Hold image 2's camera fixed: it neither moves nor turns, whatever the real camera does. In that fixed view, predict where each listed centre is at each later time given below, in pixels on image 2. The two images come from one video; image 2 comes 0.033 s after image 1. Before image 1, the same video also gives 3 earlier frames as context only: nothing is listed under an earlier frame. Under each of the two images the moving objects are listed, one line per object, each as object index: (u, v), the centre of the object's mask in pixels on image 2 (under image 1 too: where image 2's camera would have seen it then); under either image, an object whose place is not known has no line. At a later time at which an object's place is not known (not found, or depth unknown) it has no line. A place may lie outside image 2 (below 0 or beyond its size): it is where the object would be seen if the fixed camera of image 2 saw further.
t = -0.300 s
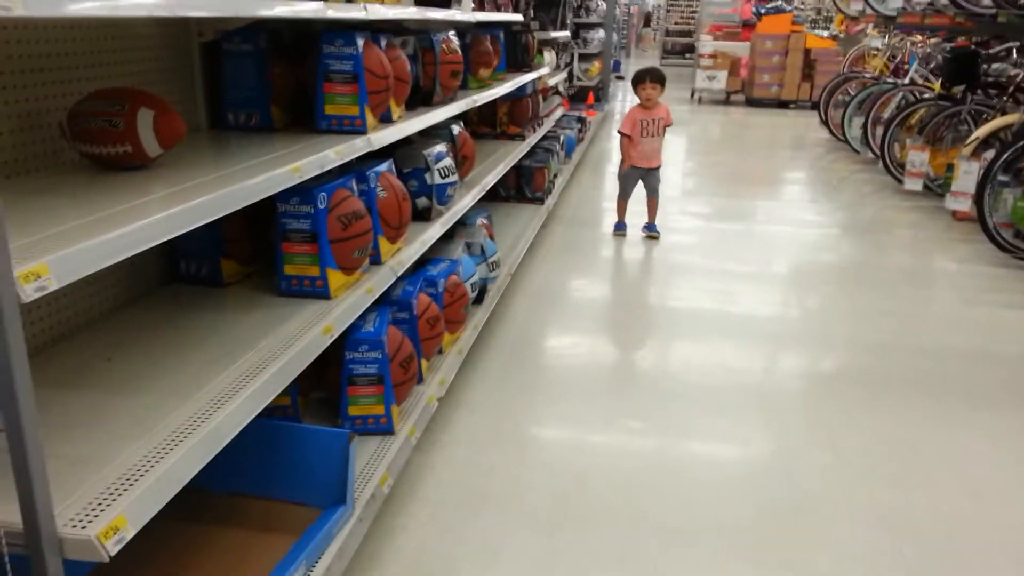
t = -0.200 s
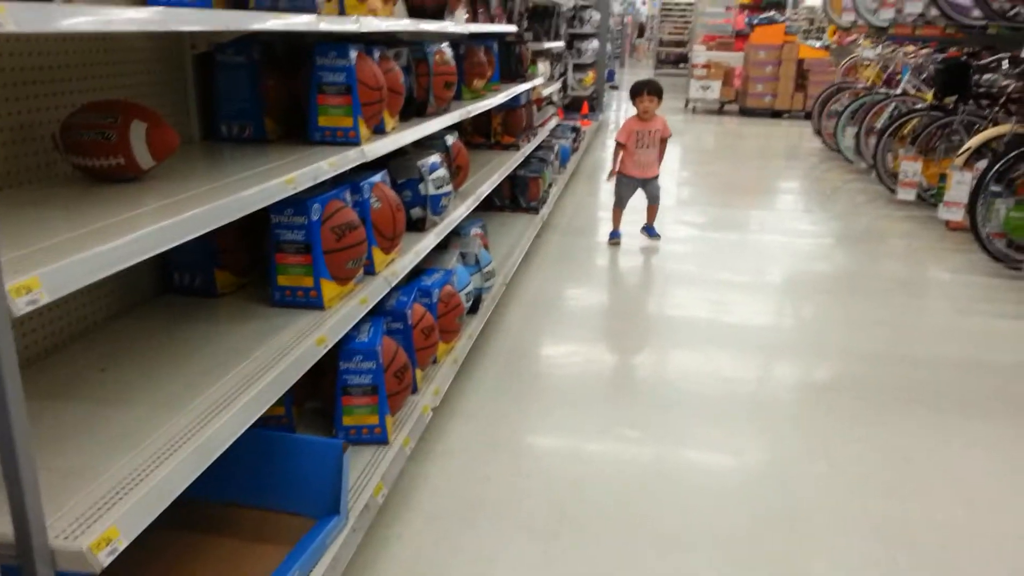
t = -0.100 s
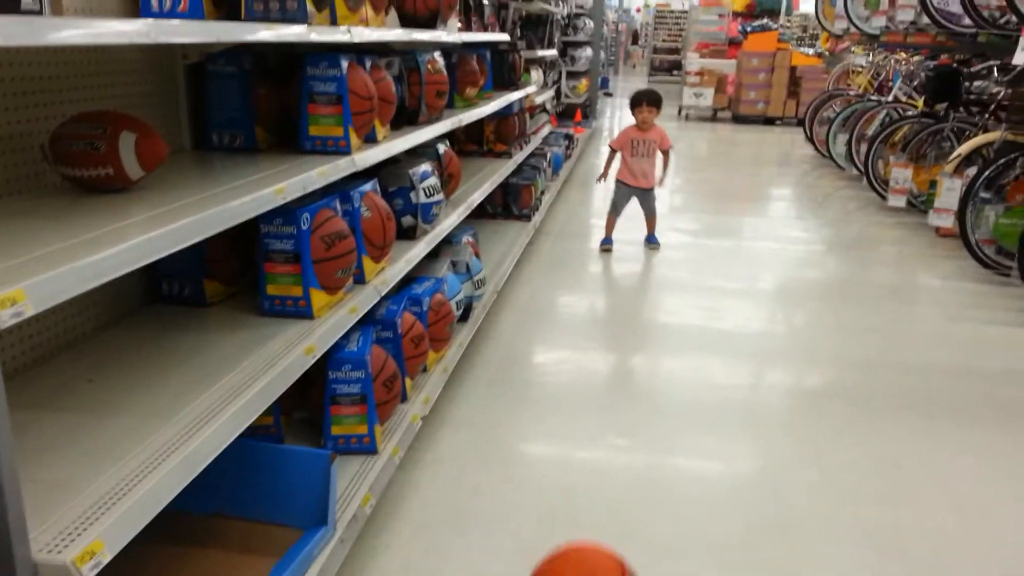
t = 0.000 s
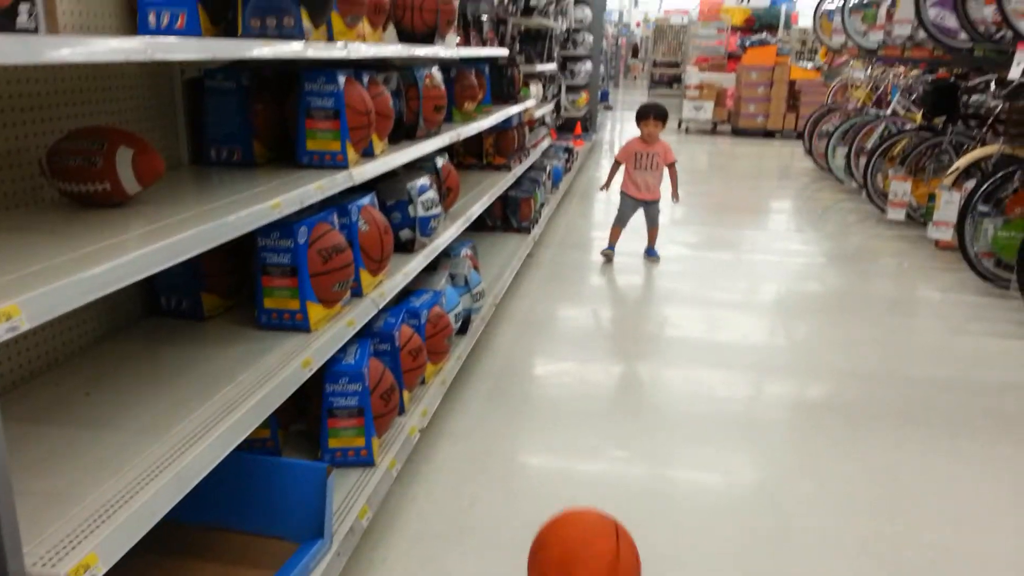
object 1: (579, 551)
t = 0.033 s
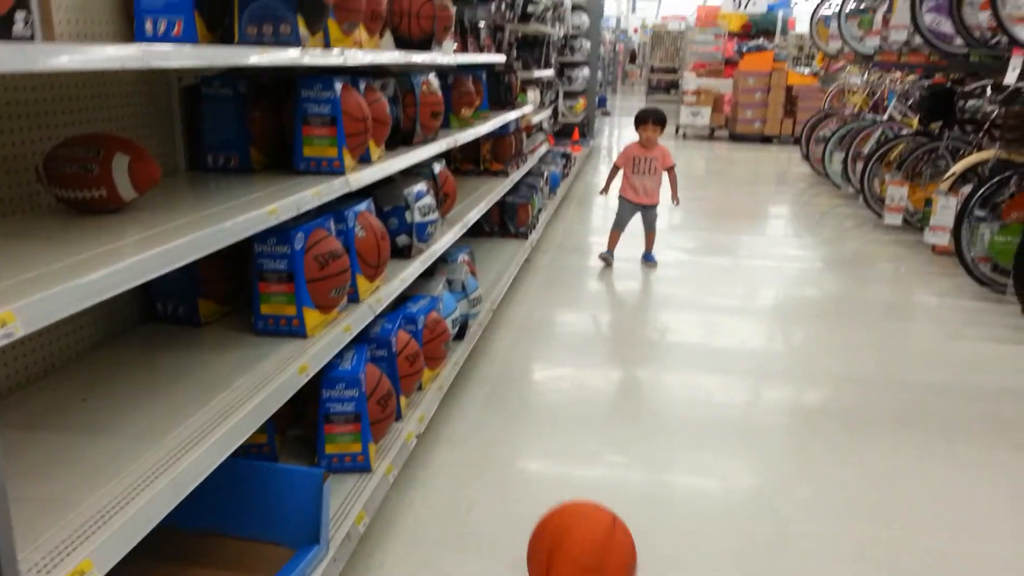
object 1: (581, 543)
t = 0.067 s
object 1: (582, 532)
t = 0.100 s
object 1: (582, 522)
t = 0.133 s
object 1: (581, 514)
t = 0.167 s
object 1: (581, 504)
